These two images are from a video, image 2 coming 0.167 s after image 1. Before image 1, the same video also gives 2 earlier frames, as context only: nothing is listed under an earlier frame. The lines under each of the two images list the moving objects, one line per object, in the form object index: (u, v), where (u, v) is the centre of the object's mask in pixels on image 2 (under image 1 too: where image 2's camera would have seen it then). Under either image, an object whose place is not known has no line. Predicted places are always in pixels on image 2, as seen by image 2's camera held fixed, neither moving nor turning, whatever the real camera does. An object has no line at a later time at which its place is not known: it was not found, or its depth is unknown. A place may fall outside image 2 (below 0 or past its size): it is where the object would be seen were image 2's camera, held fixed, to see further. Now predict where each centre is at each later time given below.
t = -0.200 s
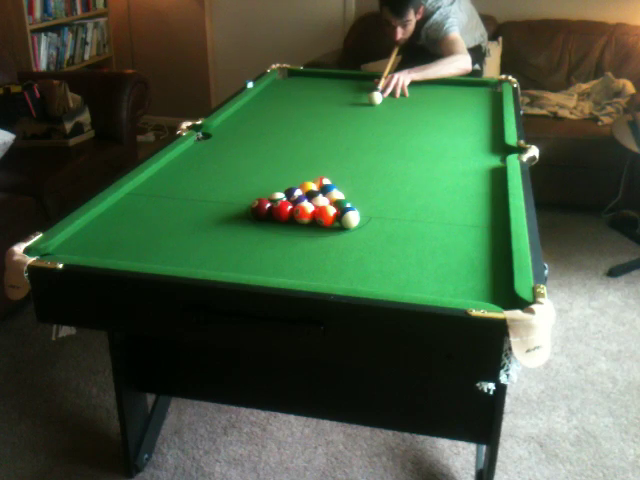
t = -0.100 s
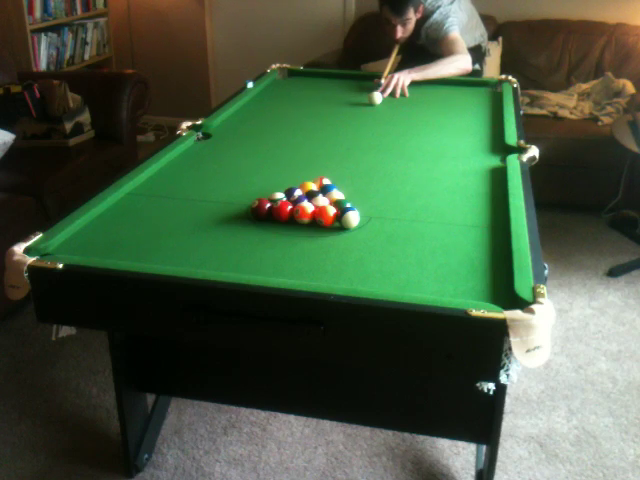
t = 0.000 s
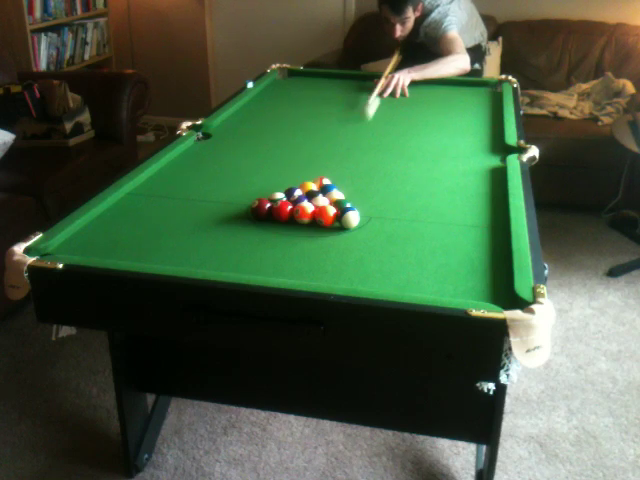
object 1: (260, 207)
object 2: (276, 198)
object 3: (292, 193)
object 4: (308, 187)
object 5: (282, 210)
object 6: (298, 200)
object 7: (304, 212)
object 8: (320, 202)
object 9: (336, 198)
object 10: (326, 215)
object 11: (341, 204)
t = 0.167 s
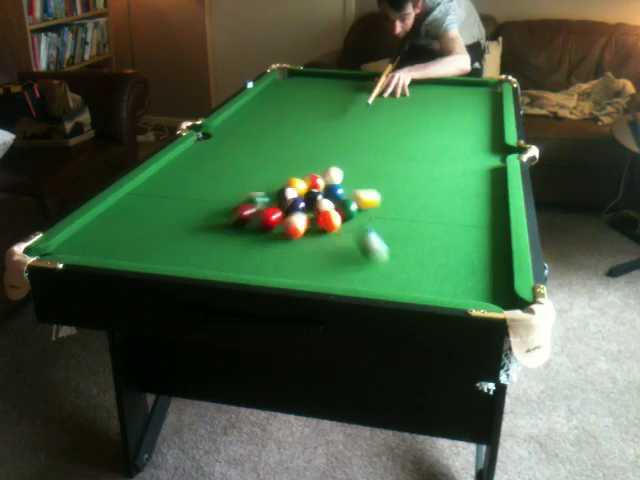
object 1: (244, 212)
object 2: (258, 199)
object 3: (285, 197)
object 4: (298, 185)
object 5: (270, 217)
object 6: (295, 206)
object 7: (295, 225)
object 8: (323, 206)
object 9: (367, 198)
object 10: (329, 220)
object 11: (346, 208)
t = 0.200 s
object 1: (233, 215)
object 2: (248, 202)
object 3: (282, 198)
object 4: (291, 183)
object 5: (262, 222)
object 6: (294, 210)
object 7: (289, 232)
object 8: (327, 208)
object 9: (382, 198)
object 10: (331, 223)
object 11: (349, 209)
